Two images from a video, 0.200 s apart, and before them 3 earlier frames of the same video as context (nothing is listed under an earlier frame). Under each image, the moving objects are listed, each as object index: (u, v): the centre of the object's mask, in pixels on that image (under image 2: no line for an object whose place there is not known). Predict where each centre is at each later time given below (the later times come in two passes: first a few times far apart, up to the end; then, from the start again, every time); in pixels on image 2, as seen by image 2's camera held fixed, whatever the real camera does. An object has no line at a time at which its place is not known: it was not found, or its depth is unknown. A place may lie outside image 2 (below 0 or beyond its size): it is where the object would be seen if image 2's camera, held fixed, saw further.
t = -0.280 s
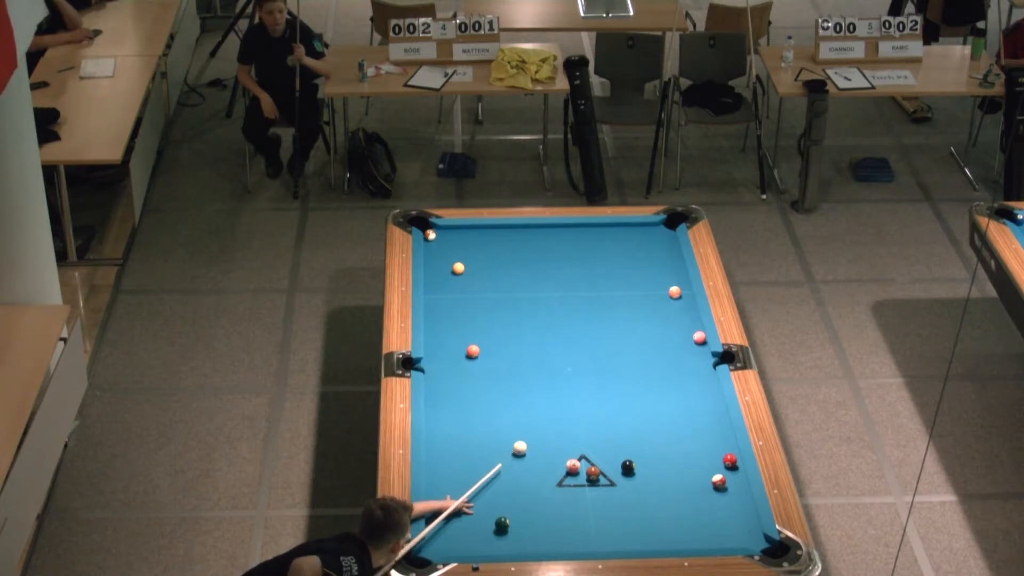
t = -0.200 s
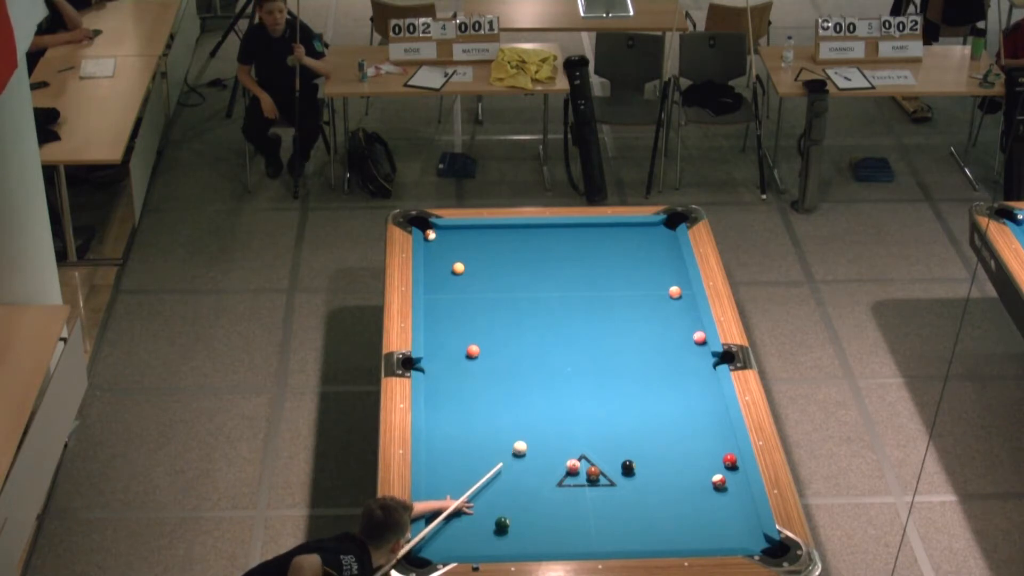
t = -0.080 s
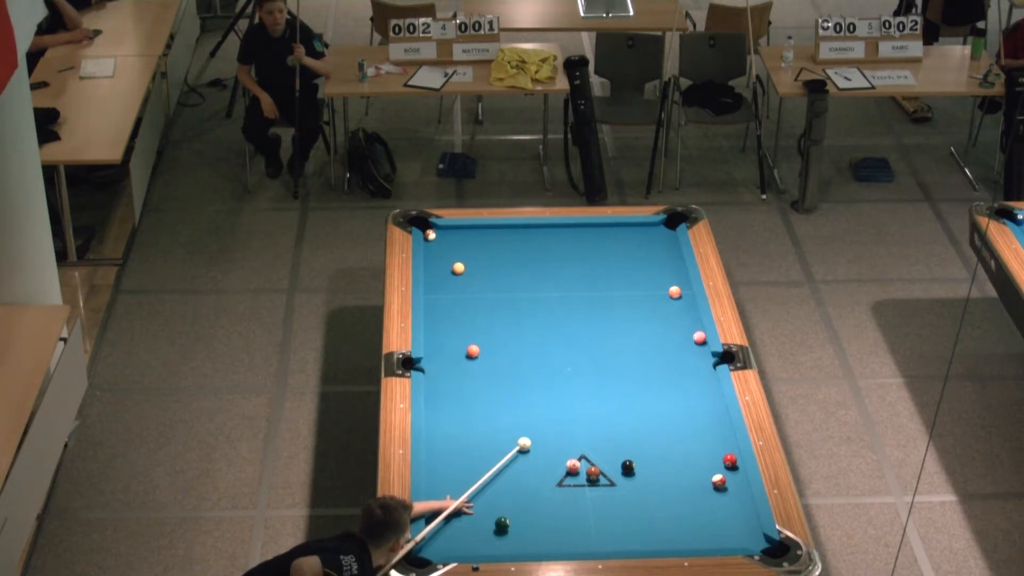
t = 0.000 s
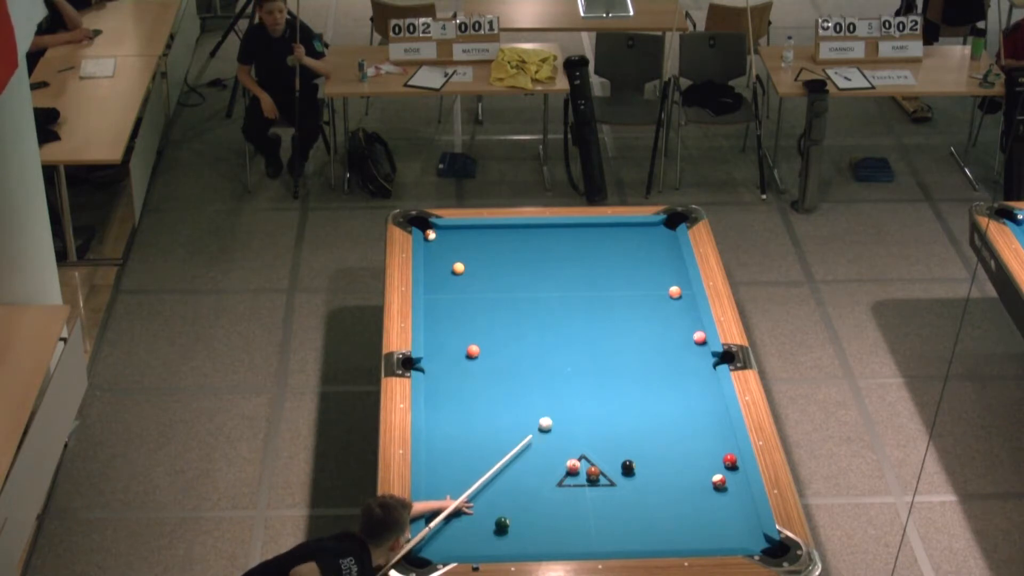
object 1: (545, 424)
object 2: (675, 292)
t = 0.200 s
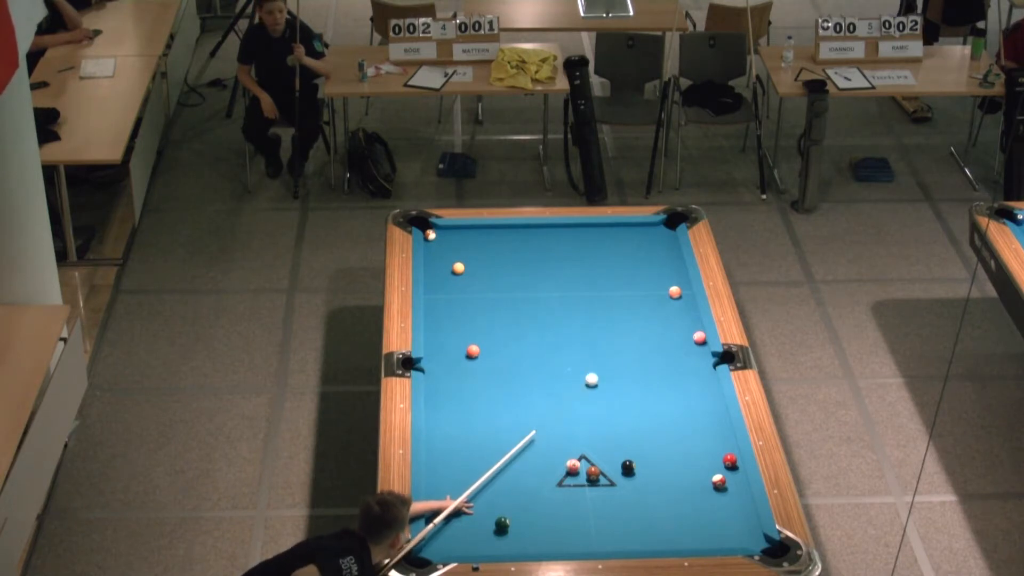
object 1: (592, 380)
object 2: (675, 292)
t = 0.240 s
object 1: (600, 372)
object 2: (675, 292)
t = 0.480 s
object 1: (649, 325)
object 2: (675, 292)
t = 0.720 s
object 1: (685, 298)
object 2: (672, 279)
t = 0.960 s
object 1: (654, 295)
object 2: (666, 252)
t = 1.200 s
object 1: (628, 290)
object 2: (661, 230)
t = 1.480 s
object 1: (599, 285)
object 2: (670, 227)
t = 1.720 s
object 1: (575, 281)
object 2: (666, 225)
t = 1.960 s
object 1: (553, 277)
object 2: (663, 224)
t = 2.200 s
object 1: (532, 273)
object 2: (664, 224)
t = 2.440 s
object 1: (512, 269)
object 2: (665, 224)
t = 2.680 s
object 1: (493, 266)
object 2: (664, 224)
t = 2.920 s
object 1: (475, 263)
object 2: (664, 224)
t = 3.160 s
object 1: (458, 259)
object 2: (664, 224)
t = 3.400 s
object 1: (442, 257)
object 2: (664, 224)
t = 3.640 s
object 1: (429, 255)
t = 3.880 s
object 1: (436, 253)
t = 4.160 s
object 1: (444, 252)
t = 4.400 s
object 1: (449, 250)
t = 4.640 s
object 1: (454, 249)
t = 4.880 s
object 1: (458, 248)
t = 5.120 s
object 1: (460, 248)
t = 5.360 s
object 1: (462, 247)
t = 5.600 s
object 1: (464, 247)
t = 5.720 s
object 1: (464, 247)
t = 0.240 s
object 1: (600, 372)
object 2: (675, 292)
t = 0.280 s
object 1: (609, 364)
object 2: (675, 292)
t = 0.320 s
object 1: (617, 356)
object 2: (675, 292)
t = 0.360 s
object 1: (625, 348)
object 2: (675, 292)
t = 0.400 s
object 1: (634, 340)
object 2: (675, 292)
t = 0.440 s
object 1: (642, 333)
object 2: (675, 292)
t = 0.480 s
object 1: (649, 325)
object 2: (675, 292)
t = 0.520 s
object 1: (657, 318)
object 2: (675, 292)
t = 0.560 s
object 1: (664, 311)
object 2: (675, 292)
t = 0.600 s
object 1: (672, 304)
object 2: (675, 292)
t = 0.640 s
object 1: (680, 299)
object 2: (674, 289)
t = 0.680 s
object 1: (688, 298)
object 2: (673, 284)
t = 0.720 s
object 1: (685, 298)
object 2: (672, 279)
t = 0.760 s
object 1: (678, 298)
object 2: (671, 273)
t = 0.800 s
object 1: (673, 298)
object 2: (670, 268)
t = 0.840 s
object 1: (667, 297)
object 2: (668, 264)
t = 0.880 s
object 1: (663, 296)
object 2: (668, 259)
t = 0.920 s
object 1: (658, 295)
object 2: (667, 256)
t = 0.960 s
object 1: (654, 295)
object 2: (666, 252)
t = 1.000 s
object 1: (649, 294)
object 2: (665, 248)
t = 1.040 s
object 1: (645, 293)
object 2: (664, 245)
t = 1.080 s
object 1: (641, 292)
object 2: (663, 241)
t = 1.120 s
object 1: (636, 292)
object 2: (663, 237)
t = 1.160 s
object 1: (632, 291)
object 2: (662, 234)
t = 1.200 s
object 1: (628, 290)
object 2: (661, 230)
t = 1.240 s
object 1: (624, 289)
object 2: (660, 227)
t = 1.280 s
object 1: (619, 288)
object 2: (661, 225)
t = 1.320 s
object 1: (615, 288)
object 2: (665, 226)
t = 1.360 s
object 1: (611, 287)
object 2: (668, 227)
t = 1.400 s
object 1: (607, 286)
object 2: (671, 227)
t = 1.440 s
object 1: (603, 285)
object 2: (671, 227)
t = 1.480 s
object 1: (599, 285)
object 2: (670, 227)
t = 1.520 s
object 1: (595, 284)
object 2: (669, 227)
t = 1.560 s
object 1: (591, 283)
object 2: (668, 226)
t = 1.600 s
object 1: (587, 283)
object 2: (667, 226)
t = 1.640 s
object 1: (583, 282)
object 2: (667, 226)
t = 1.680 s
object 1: (579, 281)
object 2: (666, 225)
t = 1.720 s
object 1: (575, 281)
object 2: (666, 225)
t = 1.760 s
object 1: (572, 280)
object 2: (665, 225)
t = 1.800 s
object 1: (568, 279)
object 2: (664, 224)
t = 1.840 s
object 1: (564, 278)
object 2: (664, 224)
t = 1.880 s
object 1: (560, 278)
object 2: (663, 224)
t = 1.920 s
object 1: (557, 277)
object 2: (663, 224)
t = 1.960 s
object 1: (553, 277)
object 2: (663, 224)
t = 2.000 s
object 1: (549, 276)
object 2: (663, 224)
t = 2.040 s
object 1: (546, 275)
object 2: (663, 224)
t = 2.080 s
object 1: (543, 275)
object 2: (664, 224)
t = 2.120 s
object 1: (539, 274)
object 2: (664, 224)
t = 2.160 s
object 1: (535, 273)
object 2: (664, 224)
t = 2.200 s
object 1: (532, 273)
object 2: (664, 224)
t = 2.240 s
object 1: (529, 272)
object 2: (664, 224)
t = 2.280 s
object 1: (525, 272)
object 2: (664, 224)
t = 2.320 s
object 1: (522, 271)
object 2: (664, 224)
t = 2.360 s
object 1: (519, 270)
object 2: (664, 224)
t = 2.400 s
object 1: (515, 270)
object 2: (665, 224)
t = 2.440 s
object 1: (512, 269)
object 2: (665, 224)
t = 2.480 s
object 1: (509, 269)
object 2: (664, 224)
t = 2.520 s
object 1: (505, 268)
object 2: (664, 224)
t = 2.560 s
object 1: (502, 268)
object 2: (664, 224)
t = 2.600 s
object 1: (499, 267)
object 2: (664, 224)
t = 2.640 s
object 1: (496, 267)
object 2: (664, 224)
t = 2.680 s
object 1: (493, 266)
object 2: (664, 224)
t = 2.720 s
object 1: (490, 265)
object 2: (664, 224)
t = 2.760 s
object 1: (487, 265)
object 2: (664, 224)
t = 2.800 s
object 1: (484, 264)
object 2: (664, 224)
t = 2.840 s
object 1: (481, 264)
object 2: (664, 224)
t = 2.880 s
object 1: (478, 263)
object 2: (664, 224)
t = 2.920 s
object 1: (475, 263)
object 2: (664, 224)
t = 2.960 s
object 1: (472, 262)
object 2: (664, 224)
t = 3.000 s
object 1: (470, 262)
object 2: (664, 224)
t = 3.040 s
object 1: (467, 261)
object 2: (664, 224)
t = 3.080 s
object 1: (464, 260)
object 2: (664, 224)
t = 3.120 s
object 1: (462, 259)
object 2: (664, 224)
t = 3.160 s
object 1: (458, 259)
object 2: (664, 224)
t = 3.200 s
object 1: (455, 259)
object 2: (664, 224)
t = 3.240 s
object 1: (453, 259)
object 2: (664, 224)
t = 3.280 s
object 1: (450, 259)
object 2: (664, 224)
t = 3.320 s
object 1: (448, 258)
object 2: (664, 224)
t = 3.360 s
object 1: (445, 258)
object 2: (664, 224)
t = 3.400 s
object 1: (442, 257)
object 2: (664, 224)
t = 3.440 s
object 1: (440, 257)
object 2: (664, 224)
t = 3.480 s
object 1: (437, 256)
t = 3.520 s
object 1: (435, 256)
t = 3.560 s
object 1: (432, 256)
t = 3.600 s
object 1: (430, 255)
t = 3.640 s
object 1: (429, 255)
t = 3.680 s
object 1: (430, 254)
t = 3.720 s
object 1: (431, 254)
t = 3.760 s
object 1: (433, 254)
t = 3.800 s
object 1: (434, 254)
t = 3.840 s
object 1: (435, 253)
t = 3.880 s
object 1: (436, 253)
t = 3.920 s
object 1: (437, 253)
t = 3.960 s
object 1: (438, 253)
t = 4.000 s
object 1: (439, 252)
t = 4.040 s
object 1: (441, 252)
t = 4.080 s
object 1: (442, 252)
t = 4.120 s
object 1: (443, 252)
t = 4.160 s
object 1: (444, 252)
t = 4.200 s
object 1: (445, 251)
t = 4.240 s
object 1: (446, 251)
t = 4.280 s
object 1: (447, 251)
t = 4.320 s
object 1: (447, 251)
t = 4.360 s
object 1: (448, 250)
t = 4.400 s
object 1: (449, 250)
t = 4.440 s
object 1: (450, 250)
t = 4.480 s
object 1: (451, 250)
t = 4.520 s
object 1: (452, 250)
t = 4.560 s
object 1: (452, 249)
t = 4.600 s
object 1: (453, 249)
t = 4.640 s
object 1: (454, 249)
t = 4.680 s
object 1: (454, 249)
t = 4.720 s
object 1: (455, 249)
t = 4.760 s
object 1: (456, 249)
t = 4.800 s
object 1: (456, 249)
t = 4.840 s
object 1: (457, 249)
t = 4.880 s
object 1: (458, 248)
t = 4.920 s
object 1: (458, 248)
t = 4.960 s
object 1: (459, 248)
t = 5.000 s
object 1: (459, 248)
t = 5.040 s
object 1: (460, 248)
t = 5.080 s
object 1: (460, 248)
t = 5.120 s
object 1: (460, 248)
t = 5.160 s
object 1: (461, 248)
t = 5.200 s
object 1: (461, 248)
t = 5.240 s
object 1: (462, 248)
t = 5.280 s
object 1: (462, 248)
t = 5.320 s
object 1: (462, 248)
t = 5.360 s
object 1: (462, 247)
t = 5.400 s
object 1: (463, 247)
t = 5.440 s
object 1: (463, 247)
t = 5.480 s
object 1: (463, 247)
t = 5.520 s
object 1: (463, 247)
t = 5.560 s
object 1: (463, 247)
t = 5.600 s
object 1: (464, 247)
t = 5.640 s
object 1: (464, 247)
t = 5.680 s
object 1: (464, 247)
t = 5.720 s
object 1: (464, 247)
